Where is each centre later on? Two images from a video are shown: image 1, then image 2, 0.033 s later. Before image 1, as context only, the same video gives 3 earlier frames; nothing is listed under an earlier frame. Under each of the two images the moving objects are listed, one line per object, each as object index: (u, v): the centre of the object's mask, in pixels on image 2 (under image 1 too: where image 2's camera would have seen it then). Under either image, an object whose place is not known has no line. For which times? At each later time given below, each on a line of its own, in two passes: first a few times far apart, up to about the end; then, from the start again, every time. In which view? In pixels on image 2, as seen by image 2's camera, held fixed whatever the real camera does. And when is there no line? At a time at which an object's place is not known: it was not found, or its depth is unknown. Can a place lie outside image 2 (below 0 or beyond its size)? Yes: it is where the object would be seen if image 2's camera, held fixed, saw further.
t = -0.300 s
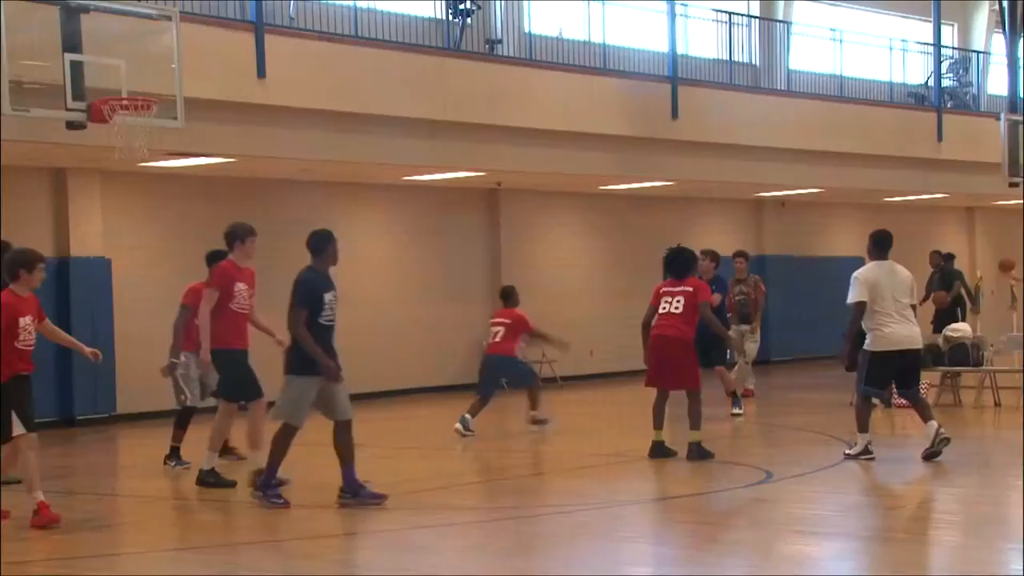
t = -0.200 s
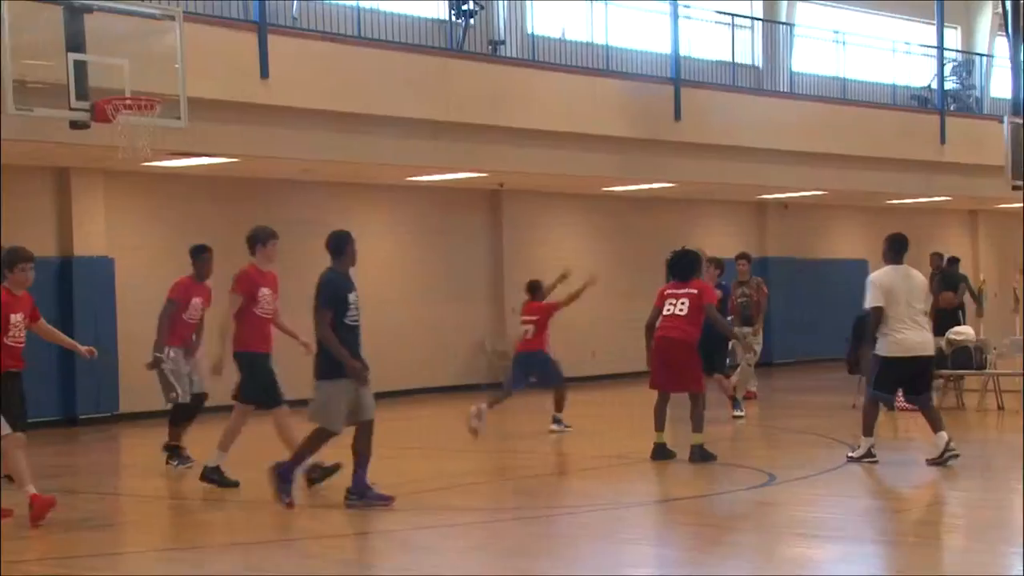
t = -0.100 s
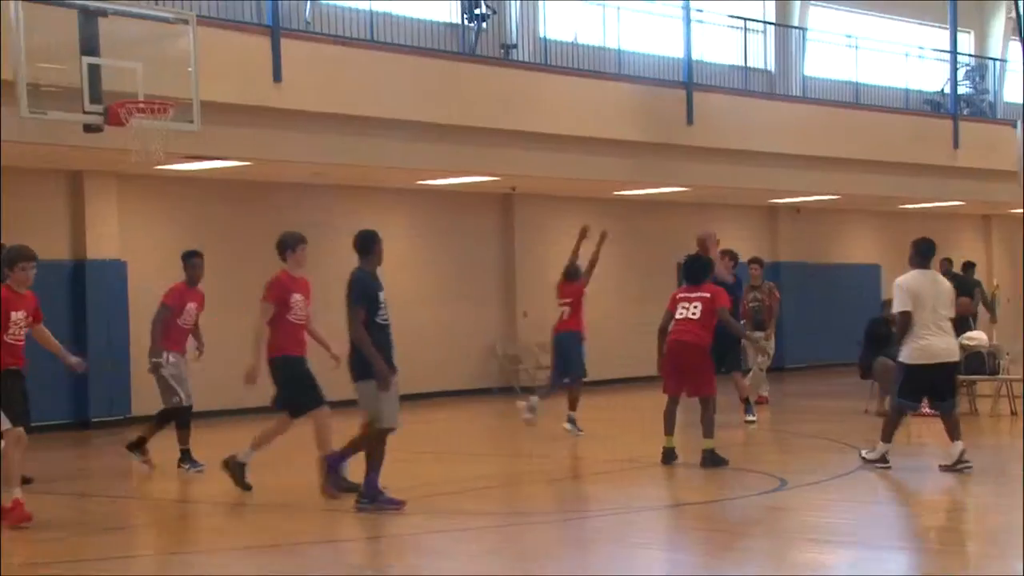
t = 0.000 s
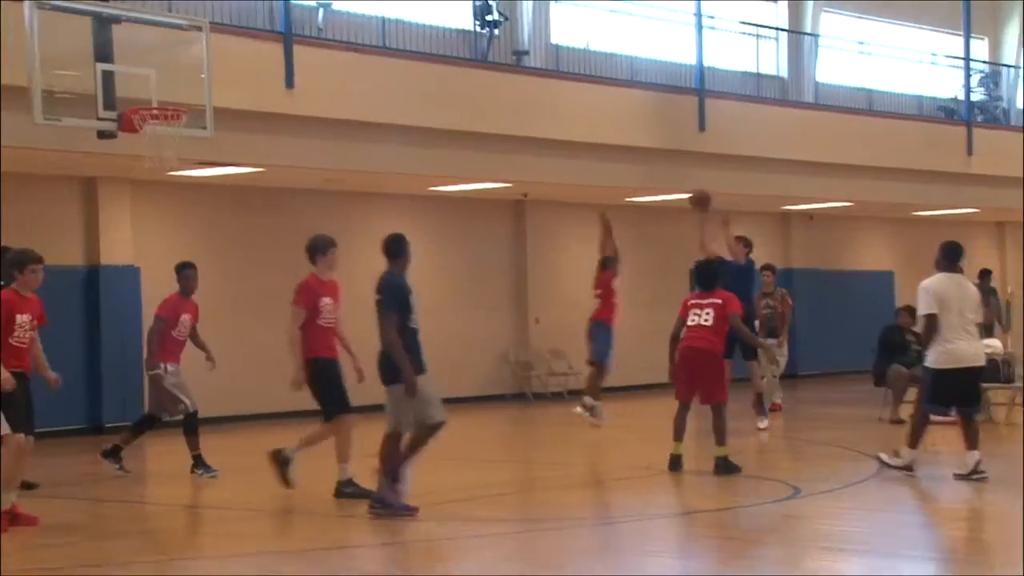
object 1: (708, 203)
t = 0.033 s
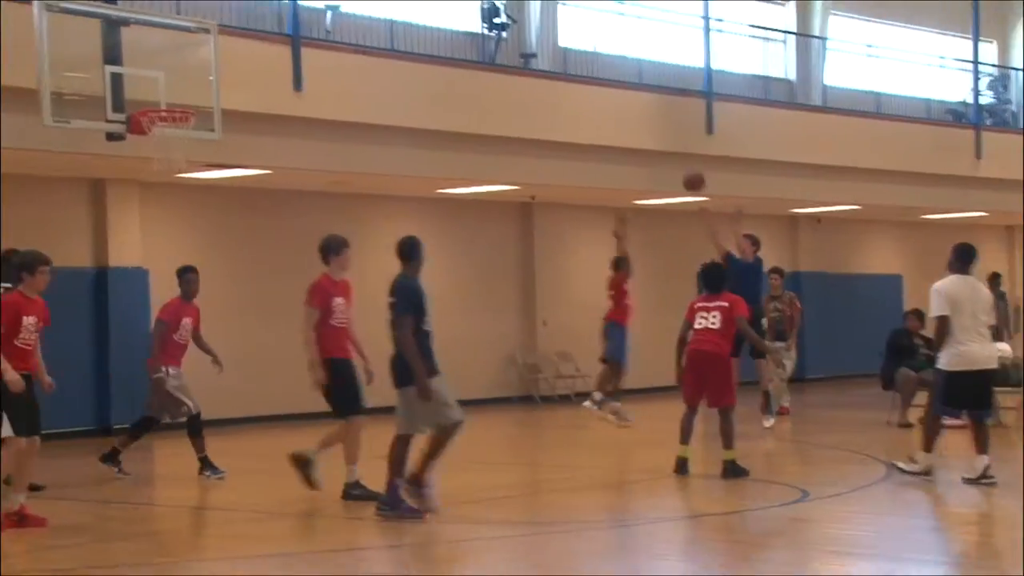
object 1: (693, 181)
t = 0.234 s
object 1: (608, 79)
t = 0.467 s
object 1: (506, -1)
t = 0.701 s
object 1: (395, -27)
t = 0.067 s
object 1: (679, 162)
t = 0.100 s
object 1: (665, 143)
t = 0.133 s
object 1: (651, 125)
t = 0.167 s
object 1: (637, 108)
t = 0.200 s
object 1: (622, 94)
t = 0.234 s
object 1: (608, 79)
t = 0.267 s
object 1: (593, 66)
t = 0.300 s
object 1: (578, 52)
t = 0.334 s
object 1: (563, 40)
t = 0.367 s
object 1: (549, 28)
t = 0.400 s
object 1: (535, 17)
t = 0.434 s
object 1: (520, 9)
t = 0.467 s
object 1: (506, -1)
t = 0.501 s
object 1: (491, -7)
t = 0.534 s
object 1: (476, -13)
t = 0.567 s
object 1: (459, -18)
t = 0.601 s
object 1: (442, -22)
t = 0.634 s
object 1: (426, -24)
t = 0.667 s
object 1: (411, -26)
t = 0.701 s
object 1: (395, -27)
